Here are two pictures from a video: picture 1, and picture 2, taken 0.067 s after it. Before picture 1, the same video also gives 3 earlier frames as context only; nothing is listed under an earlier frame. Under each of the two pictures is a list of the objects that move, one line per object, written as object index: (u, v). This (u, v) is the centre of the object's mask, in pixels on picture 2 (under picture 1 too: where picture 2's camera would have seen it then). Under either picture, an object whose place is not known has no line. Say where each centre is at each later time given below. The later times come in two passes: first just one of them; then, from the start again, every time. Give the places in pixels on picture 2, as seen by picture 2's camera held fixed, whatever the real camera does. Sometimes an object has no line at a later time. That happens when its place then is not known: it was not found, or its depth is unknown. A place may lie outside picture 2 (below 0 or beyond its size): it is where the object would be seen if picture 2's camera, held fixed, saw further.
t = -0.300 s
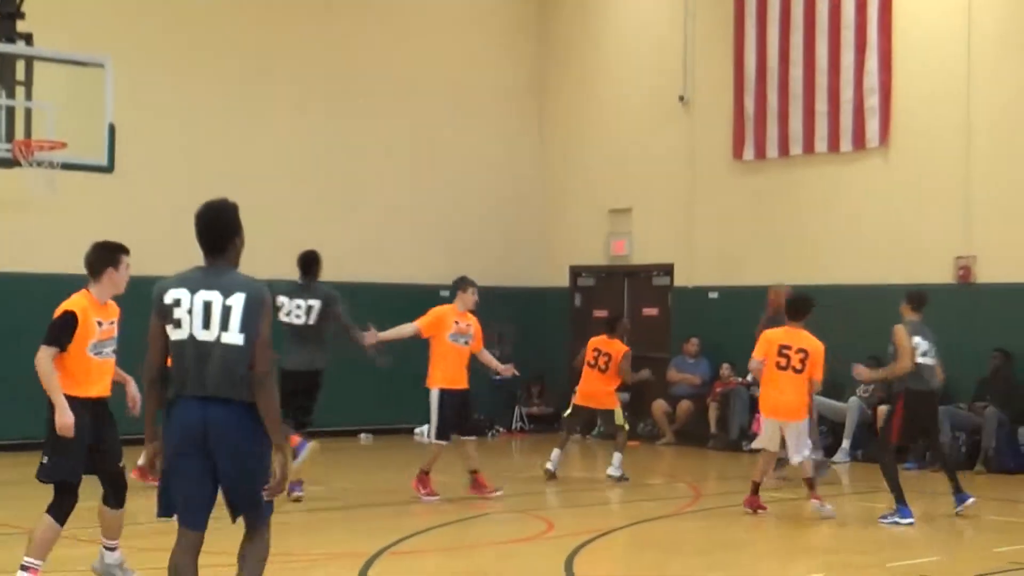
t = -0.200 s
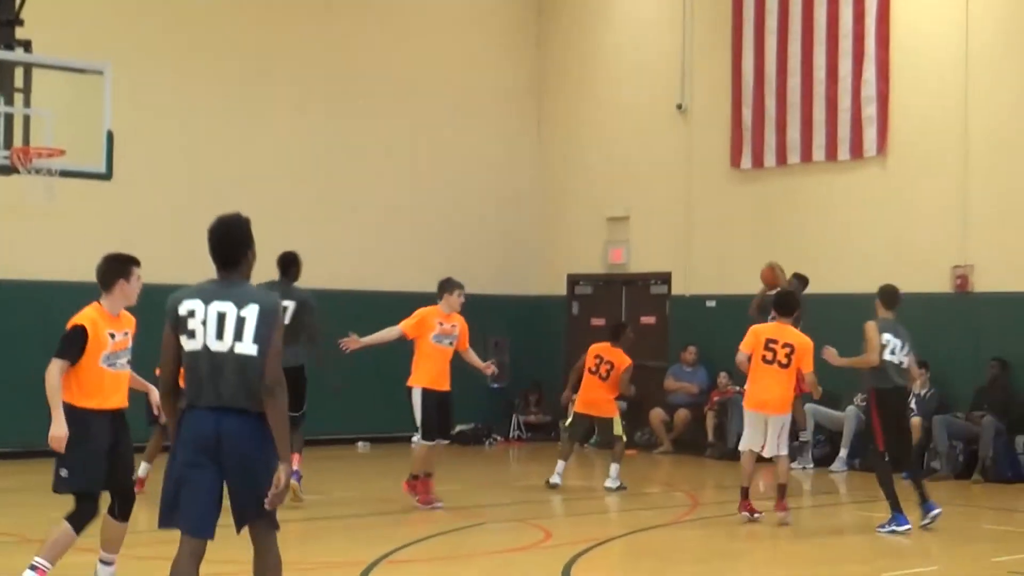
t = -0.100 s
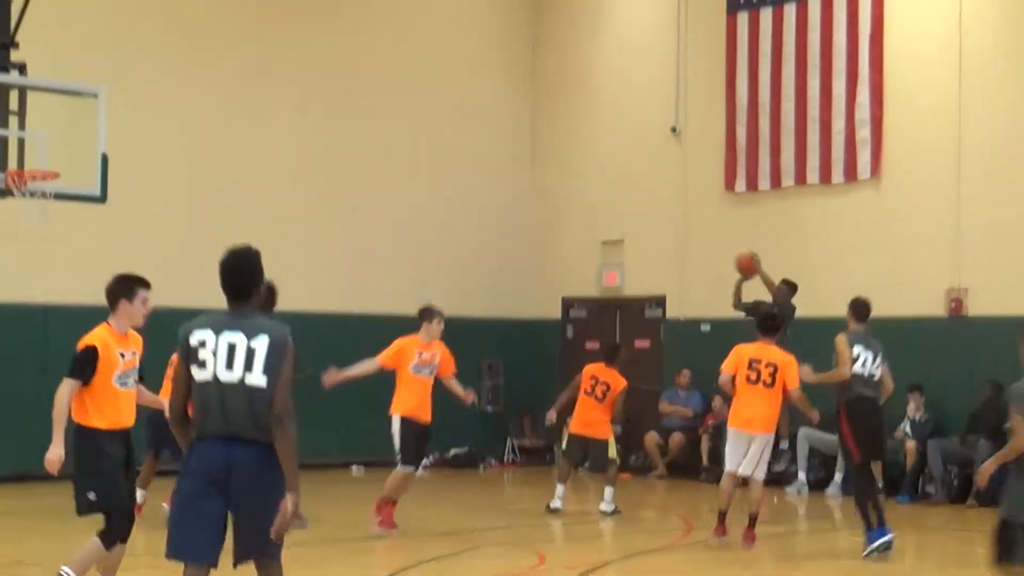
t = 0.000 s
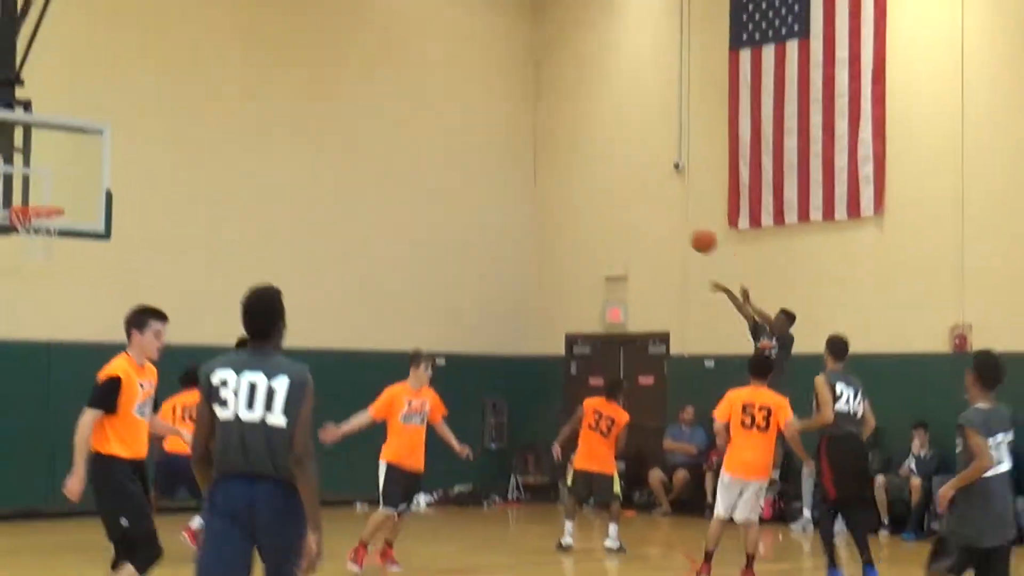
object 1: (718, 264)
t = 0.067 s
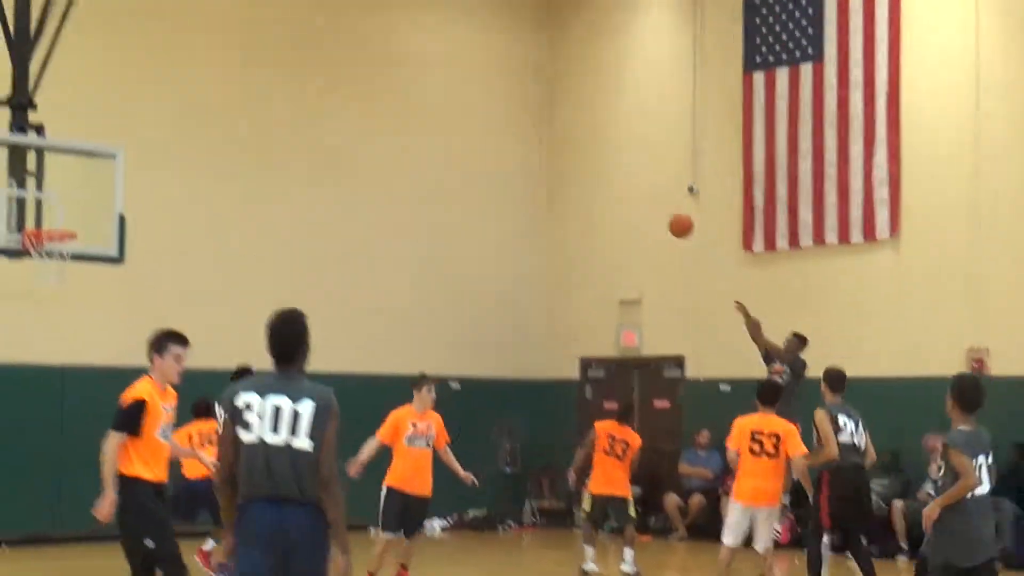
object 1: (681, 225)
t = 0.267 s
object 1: (571, 137)
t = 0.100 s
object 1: (662, 208)
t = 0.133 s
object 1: (643, 191)
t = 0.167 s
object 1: (625, 176)
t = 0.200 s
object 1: (607, 163)
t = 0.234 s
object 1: (589, 149)
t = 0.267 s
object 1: (571, 137)
